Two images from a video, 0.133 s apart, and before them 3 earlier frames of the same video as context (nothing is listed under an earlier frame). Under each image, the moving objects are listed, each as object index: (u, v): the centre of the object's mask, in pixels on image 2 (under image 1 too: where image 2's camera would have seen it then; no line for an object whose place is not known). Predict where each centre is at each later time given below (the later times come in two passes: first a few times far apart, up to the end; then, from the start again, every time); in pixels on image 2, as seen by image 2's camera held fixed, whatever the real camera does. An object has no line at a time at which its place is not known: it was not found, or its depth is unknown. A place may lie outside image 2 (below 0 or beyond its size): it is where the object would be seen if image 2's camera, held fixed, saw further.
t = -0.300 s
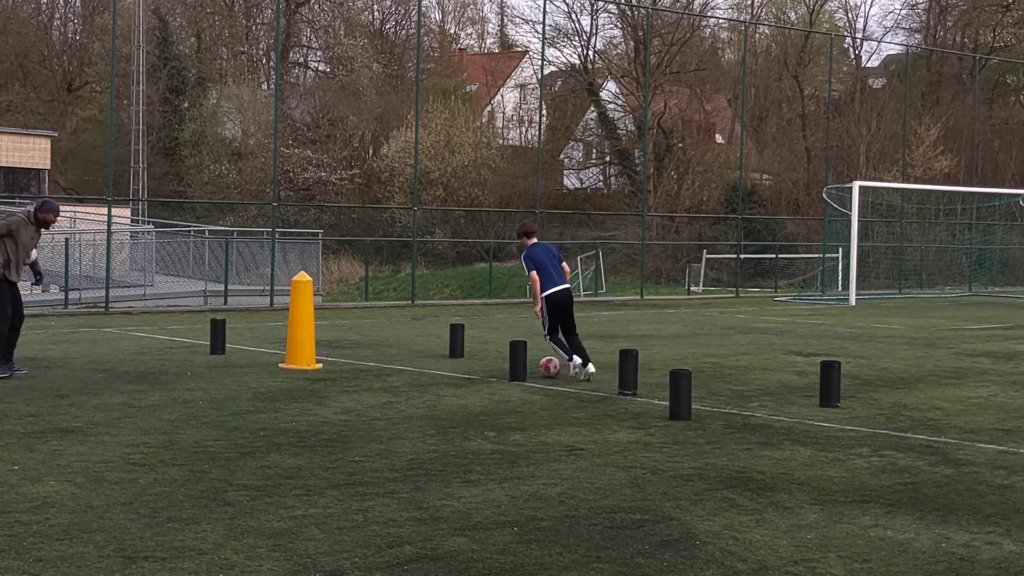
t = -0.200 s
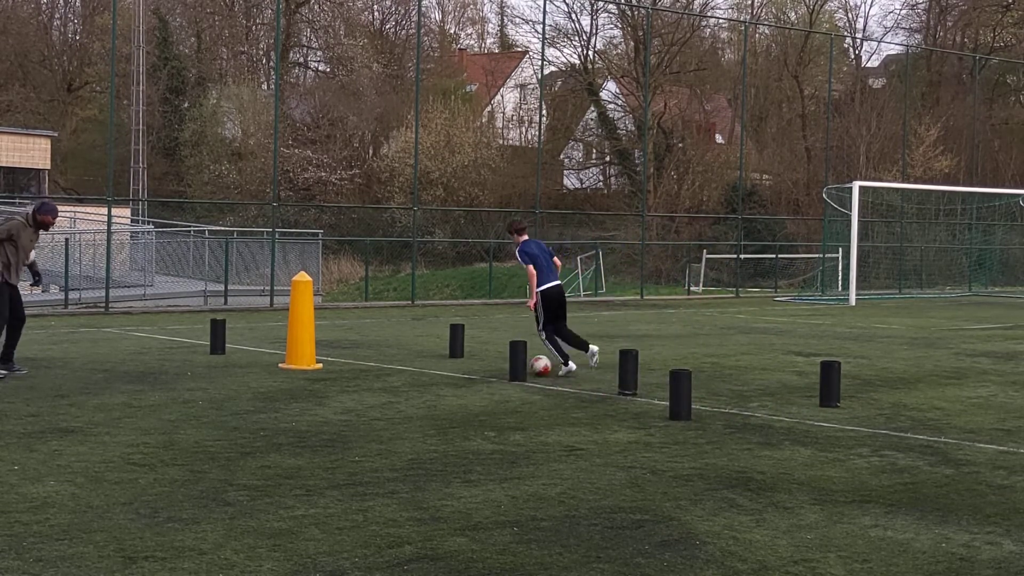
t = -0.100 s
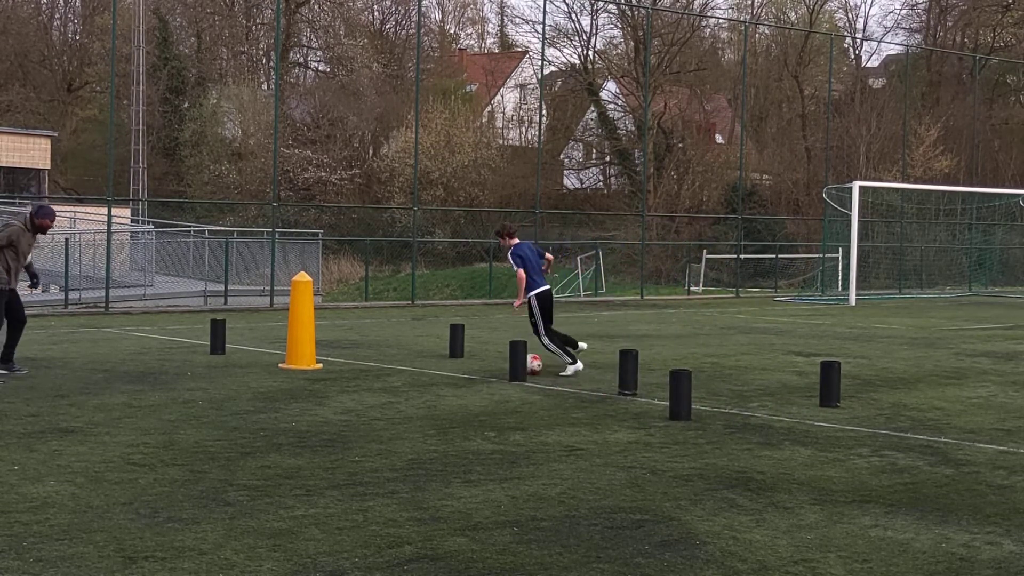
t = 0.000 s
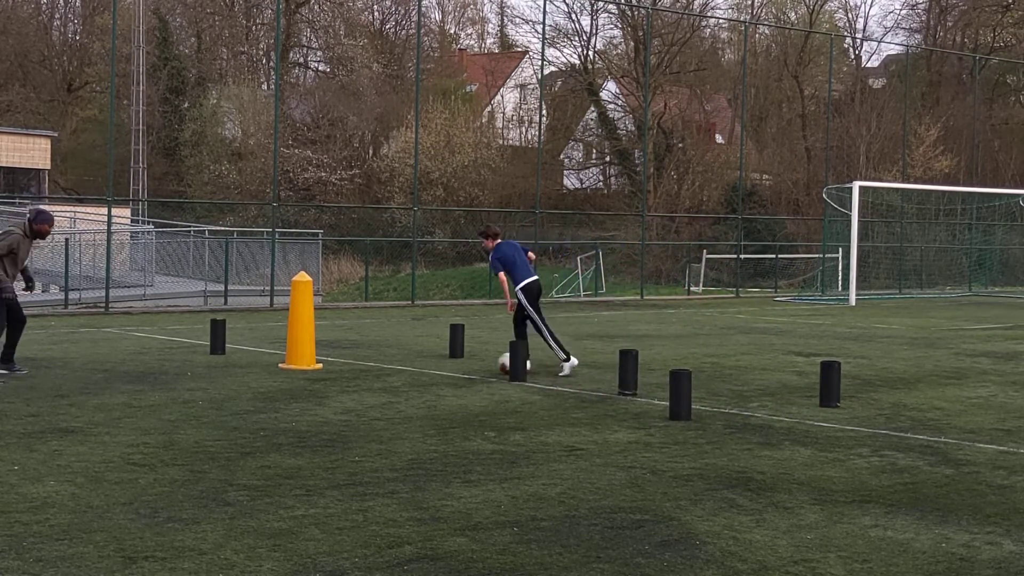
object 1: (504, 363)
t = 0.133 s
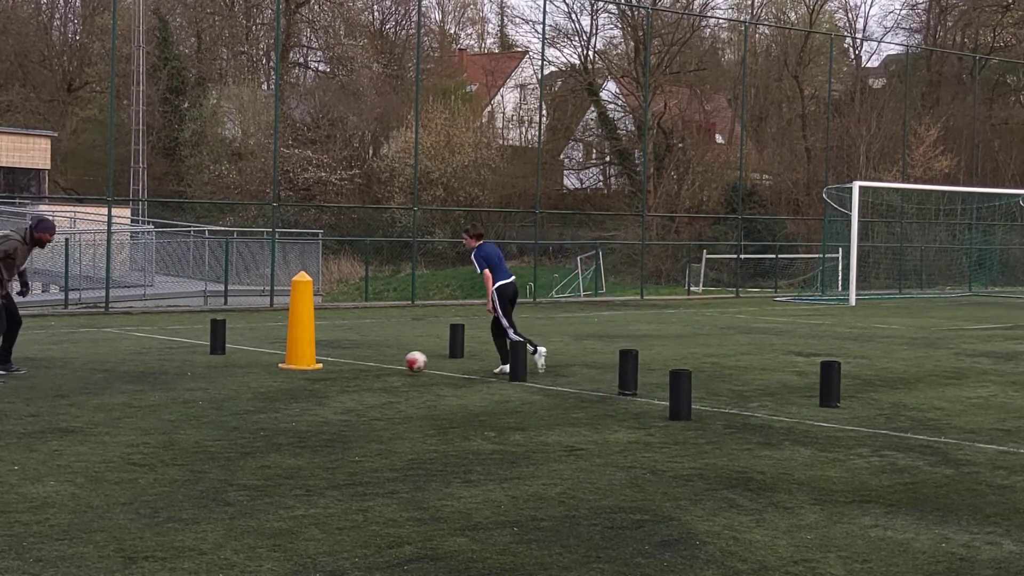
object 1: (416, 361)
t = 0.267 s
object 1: (326, 364)
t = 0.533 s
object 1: (166, 369)
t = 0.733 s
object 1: (53, 371)
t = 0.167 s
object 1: (392, 364)
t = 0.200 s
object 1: (369, 365)
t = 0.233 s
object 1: (348, 364)
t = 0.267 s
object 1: (326, 364)
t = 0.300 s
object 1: (304, 365)
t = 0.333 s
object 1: (283, 367)
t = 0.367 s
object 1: (262, 367)
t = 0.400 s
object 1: (243, 366)
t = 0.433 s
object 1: (223, 366)
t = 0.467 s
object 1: (204, 367)
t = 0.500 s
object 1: (185, 369)
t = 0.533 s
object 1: (166, 369)
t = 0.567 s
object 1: (147, 368)
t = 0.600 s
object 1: (129, 369)
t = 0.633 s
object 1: (110, 371)
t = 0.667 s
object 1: (90, 370)
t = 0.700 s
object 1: (71, 371)
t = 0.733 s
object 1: (53, 371)
